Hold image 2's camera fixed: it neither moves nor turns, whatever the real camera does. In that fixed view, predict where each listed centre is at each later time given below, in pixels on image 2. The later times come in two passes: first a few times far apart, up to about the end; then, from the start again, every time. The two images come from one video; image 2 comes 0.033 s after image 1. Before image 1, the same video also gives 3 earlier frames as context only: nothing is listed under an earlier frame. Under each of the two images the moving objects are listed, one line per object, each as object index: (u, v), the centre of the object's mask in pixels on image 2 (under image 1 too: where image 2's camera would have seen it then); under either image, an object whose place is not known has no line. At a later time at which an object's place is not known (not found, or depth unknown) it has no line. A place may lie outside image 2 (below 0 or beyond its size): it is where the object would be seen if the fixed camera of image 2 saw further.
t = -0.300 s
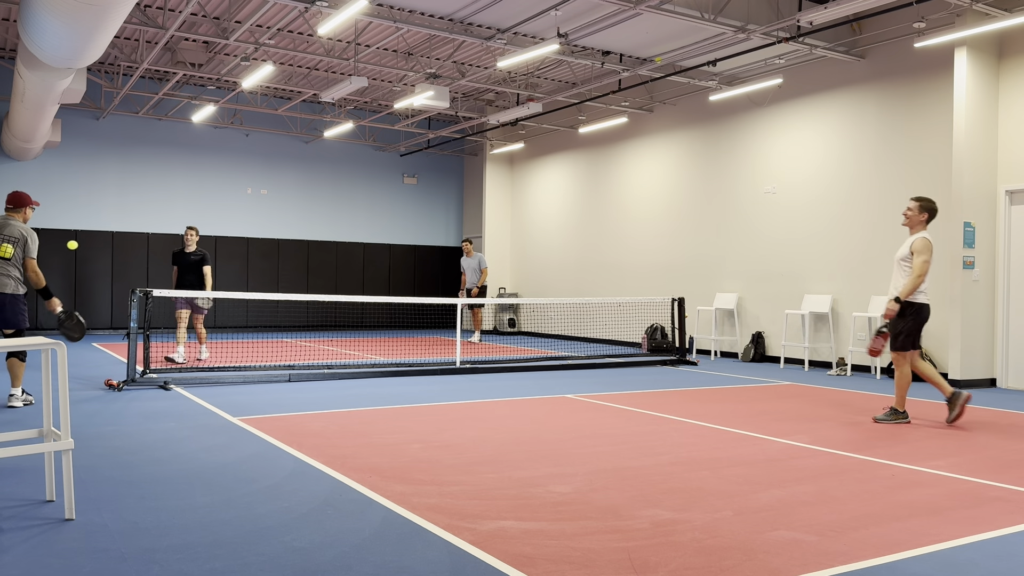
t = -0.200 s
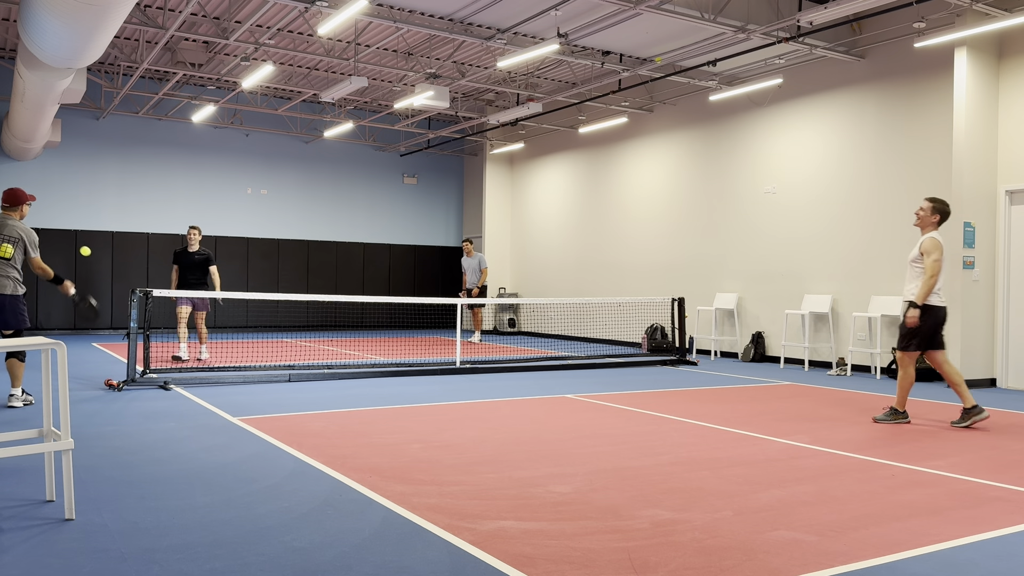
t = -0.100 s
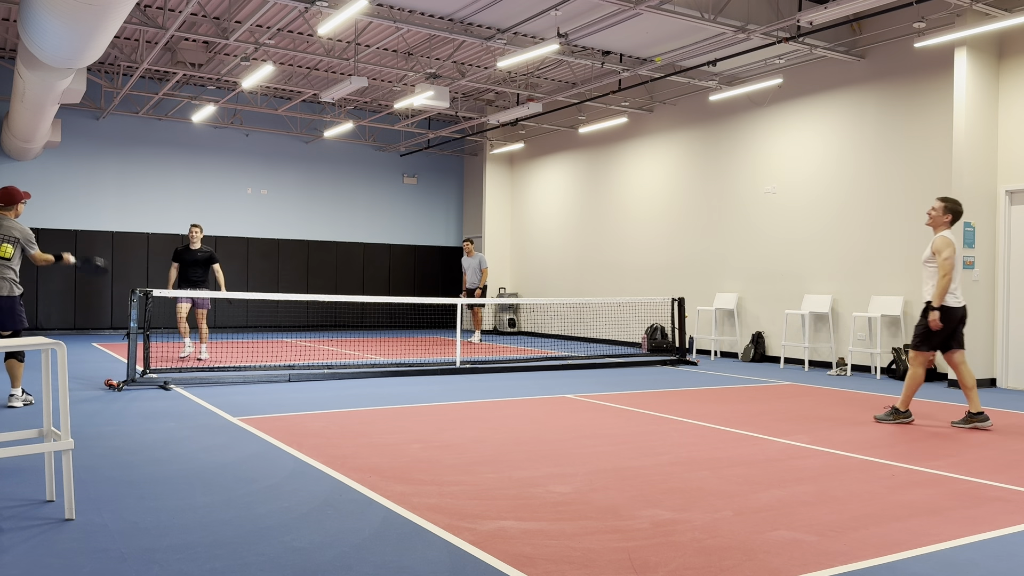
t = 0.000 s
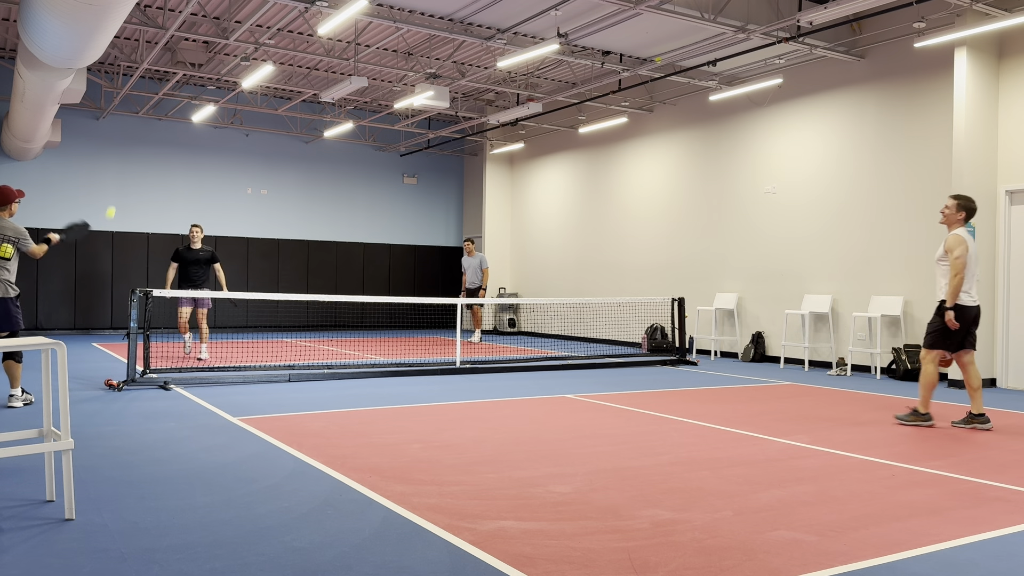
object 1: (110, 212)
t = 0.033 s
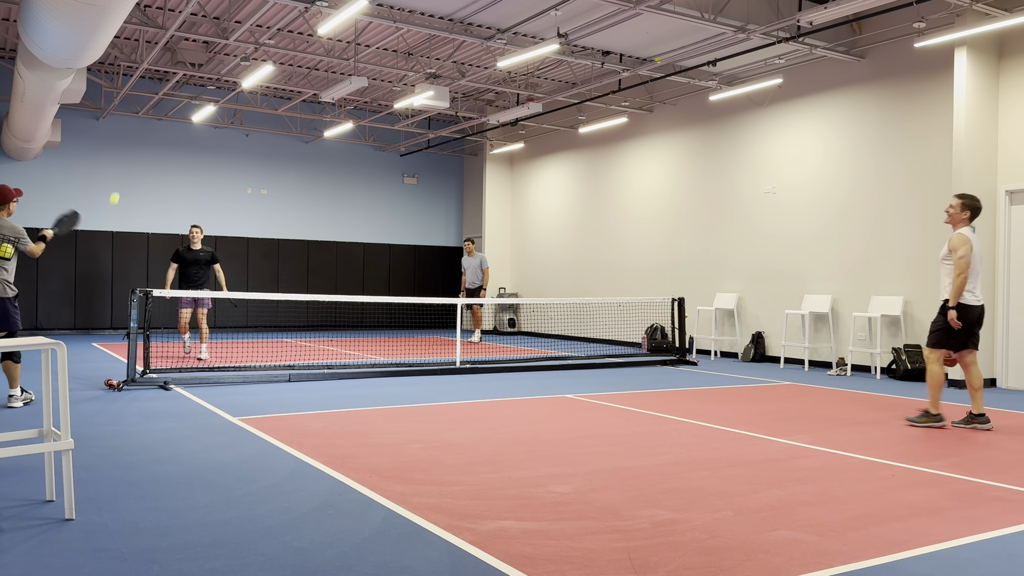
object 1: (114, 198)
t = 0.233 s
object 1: (135, 147)
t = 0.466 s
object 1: (155, 144)
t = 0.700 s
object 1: (171, 186)
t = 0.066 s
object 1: (118, 186)
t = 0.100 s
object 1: (122, 175)
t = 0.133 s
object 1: (125, 166)
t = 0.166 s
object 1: (129, 158)
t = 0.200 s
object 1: (132, 152)
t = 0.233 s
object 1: (135, 147)
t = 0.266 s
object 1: (139, 143)
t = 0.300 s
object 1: (142, 141)
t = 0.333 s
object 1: (145, 139)
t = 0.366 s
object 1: (147, 139)
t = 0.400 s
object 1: (150, 140)
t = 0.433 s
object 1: (153, 142)
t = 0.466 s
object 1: (155, 144)
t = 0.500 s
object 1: (158, 148)
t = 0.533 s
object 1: (160, 152)
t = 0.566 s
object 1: (162, 158)
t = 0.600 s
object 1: (165, 164)
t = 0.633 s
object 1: (166, 170)
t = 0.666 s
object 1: (169, 178)
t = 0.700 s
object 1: (171, 186)
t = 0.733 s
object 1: (173, 195)
